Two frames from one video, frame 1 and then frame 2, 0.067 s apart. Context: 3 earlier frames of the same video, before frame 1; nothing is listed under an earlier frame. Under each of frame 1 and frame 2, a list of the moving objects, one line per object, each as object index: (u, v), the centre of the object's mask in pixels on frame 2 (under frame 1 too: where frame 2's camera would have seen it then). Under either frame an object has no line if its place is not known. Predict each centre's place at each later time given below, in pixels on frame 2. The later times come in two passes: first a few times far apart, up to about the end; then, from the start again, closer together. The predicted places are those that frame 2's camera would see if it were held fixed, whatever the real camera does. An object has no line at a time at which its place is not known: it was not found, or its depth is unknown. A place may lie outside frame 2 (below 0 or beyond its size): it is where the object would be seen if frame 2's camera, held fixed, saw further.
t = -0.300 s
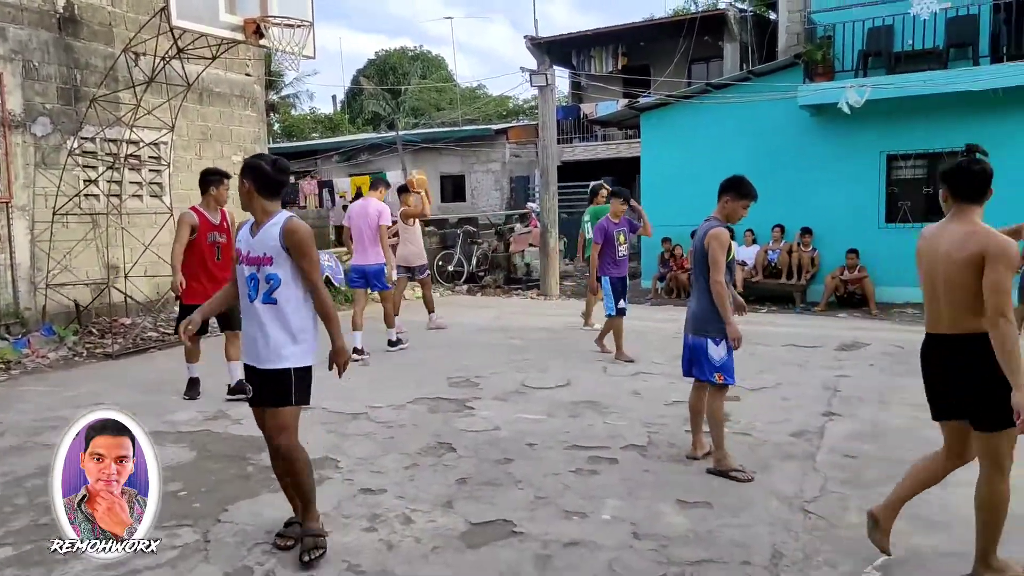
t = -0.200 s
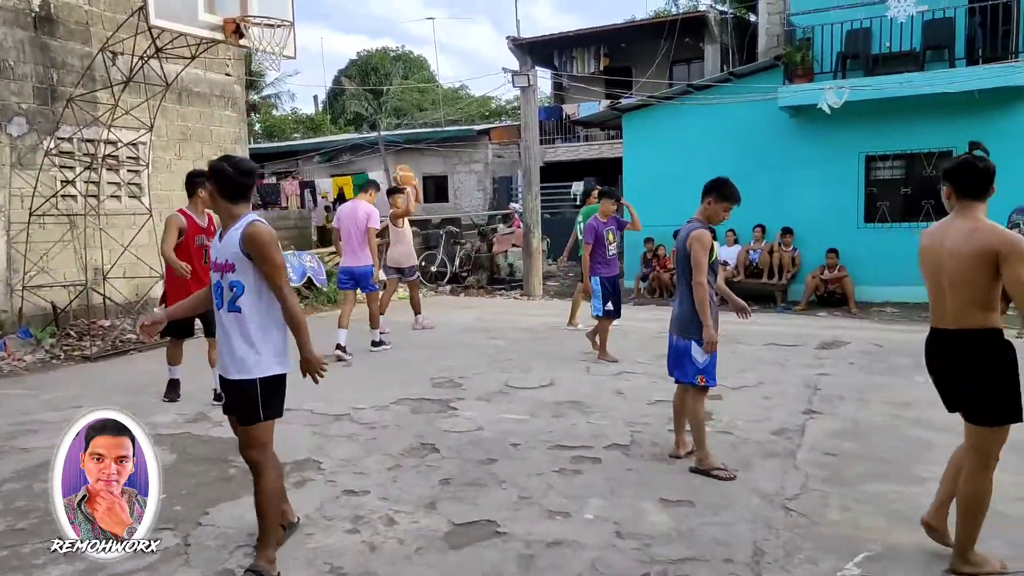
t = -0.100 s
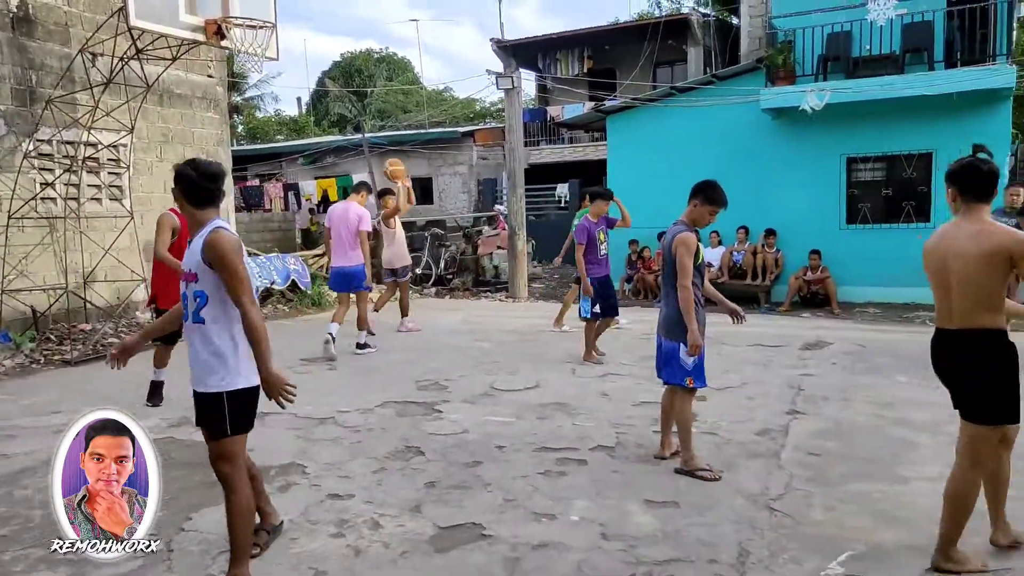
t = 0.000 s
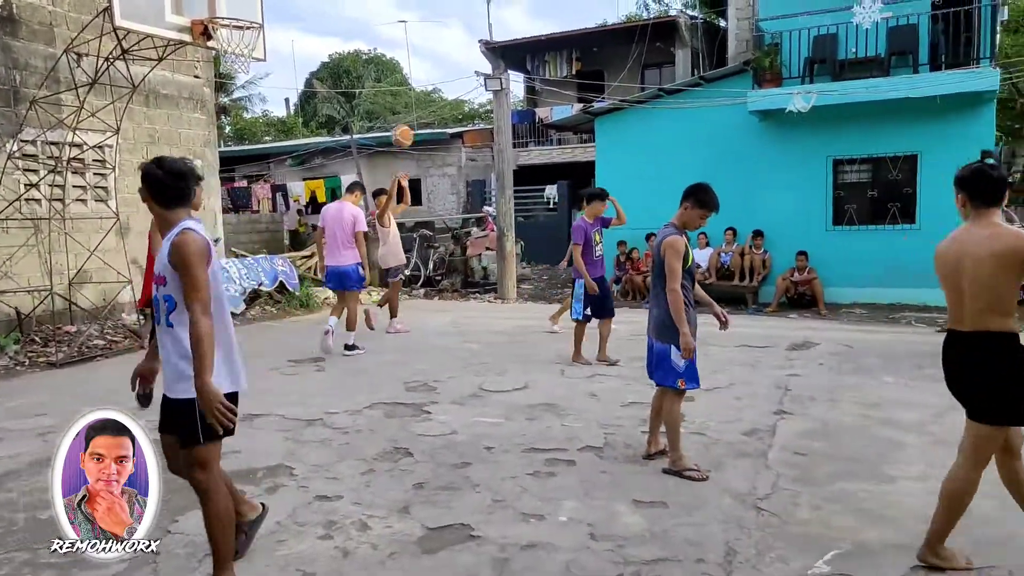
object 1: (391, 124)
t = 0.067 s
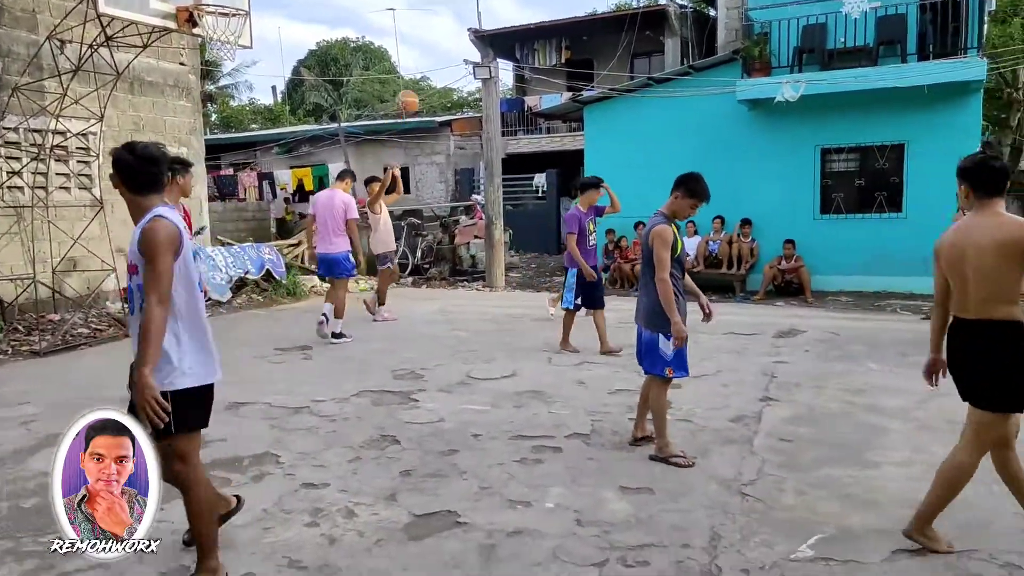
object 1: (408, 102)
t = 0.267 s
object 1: (466, 52)
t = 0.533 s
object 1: (564, 45)
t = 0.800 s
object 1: (694, 128)
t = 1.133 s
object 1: (907, 396)
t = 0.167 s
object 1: (435, 73)
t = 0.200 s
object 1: (445, 65)
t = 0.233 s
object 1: (455, 58)
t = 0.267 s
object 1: (466, 52)
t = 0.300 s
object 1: (477, 47)
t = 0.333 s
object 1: (487, 43)
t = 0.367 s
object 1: (499, 40)
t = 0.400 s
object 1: (512, 39)
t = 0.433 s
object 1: (524, 38)
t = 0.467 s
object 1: (537, 39)
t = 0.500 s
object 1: (550, 41)
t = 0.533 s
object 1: (564, 45)
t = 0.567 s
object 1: (578, 49)
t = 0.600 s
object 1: (593, 55)
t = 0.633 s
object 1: (608, 63)
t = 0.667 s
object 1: (624, 72)
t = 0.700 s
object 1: (641, 83)
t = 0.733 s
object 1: (659, 96)
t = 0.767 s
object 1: (676, 112)
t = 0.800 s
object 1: (694, 128)
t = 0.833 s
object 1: (712, 145)
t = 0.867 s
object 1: (735, 163)
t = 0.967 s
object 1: (792, 249)
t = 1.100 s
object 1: (891, 390)
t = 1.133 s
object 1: (907, 396)
